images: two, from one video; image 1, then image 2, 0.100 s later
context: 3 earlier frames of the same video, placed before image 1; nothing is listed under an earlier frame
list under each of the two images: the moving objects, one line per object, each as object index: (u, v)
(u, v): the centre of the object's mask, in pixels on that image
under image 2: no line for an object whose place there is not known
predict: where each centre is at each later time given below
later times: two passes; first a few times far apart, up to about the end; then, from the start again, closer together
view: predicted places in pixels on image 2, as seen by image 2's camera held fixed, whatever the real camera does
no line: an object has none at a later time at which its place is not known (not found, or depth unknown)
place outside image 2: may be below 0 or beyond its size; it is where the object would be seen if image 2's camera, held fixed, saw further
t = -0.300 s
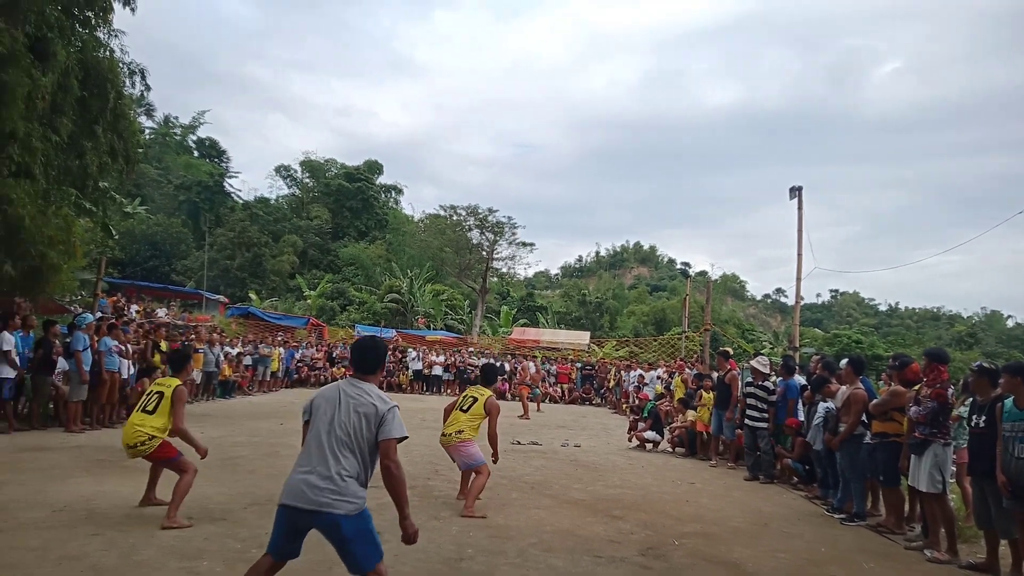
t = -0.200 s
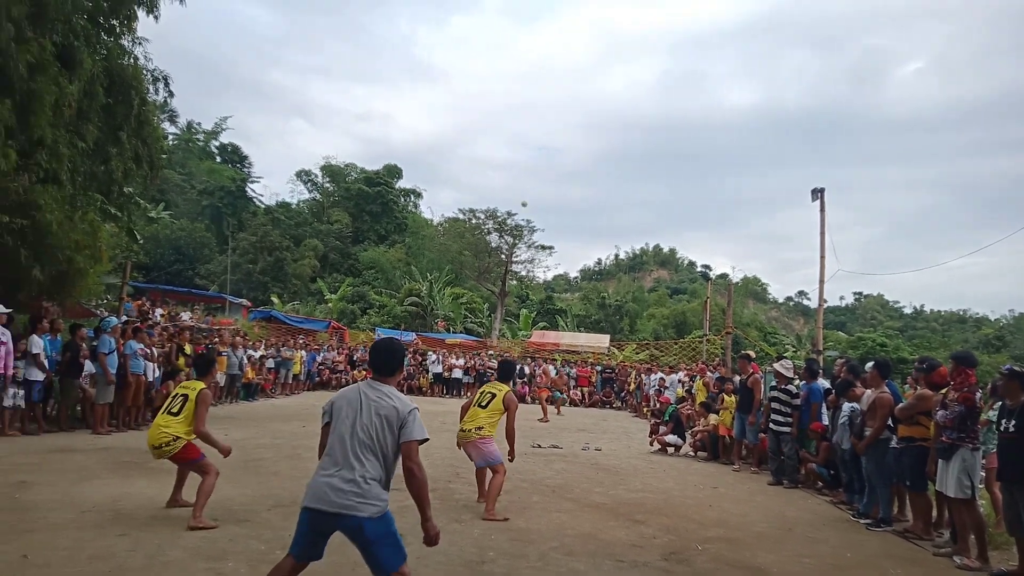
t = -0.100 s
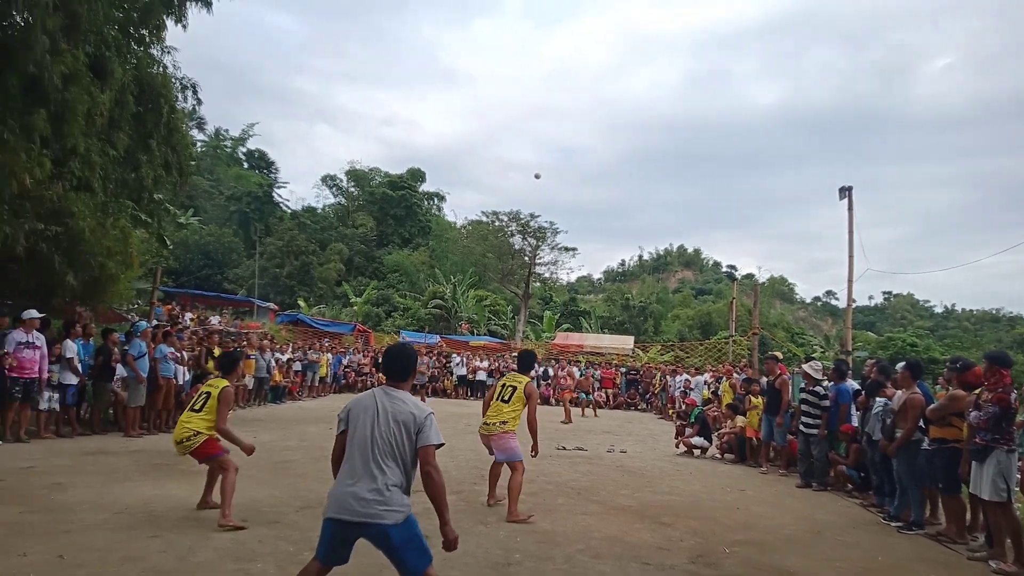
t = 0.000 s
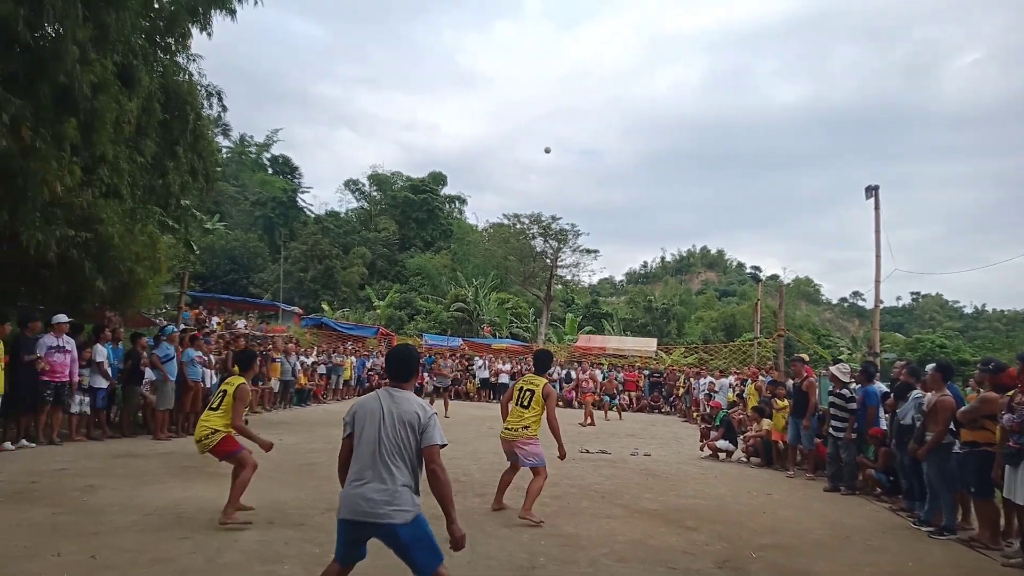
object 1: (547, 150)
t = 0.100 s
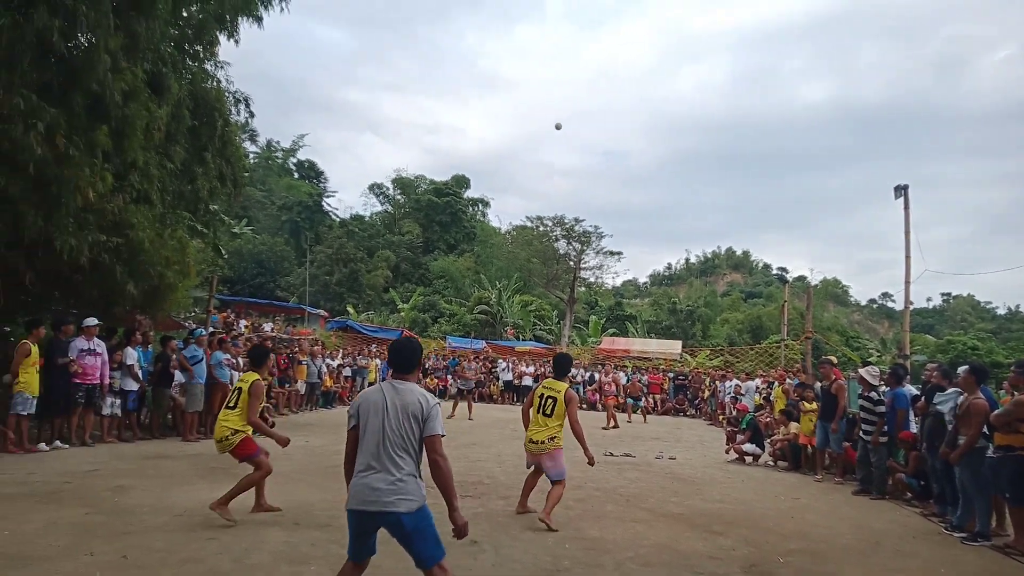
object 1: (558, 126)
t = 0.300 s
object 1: (531, 82)
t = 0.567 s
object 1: (486, 43)
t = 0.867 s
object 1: (414, 37)
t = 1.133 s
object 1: (316, 90)
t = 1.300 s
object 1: (228, 173)
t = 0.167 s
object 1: (549, 111)
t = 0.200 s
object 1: (545, 103)
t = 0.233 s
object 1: (541, 96)
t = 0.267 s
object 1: (536, 89)
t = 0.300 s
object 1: (531, 82)
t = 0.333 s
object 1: (526, 76)
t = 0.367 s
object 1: (520, 70)
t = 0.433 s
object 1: (509, 59)
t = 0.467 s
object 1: (504, 55)
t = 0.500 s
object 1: (498, 50)
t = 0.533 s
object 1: (492, 46)
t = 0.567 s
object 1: (486, 43)
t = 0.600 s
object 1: (479, 39)
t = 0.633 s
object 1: (472, 37)
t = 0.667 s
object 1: (465, 36)
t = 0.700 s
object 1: (458, 34)
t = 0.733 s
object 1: (450, 33)
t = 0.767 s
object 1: (442, 32)
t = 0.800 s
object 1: (432, 33)
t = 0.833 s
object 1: (423, 35)
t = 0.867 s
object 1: (414, 37)
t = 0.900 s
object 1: (404, 39)
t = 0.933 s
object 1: (393, 43)
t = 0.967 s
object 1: (382, 48)
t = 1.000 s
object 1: (370, 54)
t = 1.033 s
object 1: (357, 61)
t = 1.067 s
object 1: (344, 69)
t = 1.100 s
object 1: (330, 79)
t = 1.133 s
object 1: (316, 90)
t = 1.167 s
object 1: (300, 103)
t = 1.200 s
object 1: (284, 117)
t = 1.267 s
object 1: (249, 151)
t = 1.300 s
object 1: (228, 173)
